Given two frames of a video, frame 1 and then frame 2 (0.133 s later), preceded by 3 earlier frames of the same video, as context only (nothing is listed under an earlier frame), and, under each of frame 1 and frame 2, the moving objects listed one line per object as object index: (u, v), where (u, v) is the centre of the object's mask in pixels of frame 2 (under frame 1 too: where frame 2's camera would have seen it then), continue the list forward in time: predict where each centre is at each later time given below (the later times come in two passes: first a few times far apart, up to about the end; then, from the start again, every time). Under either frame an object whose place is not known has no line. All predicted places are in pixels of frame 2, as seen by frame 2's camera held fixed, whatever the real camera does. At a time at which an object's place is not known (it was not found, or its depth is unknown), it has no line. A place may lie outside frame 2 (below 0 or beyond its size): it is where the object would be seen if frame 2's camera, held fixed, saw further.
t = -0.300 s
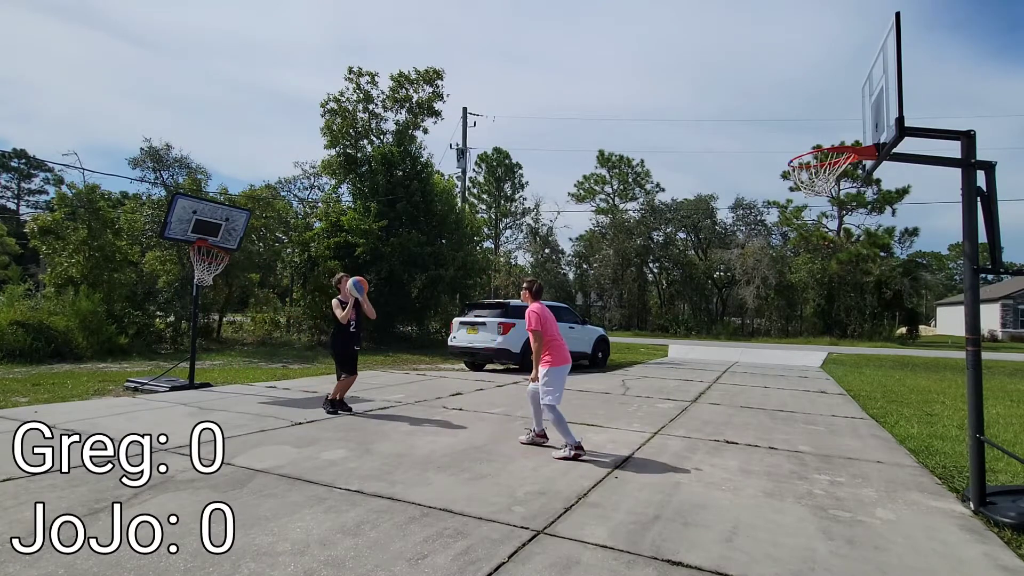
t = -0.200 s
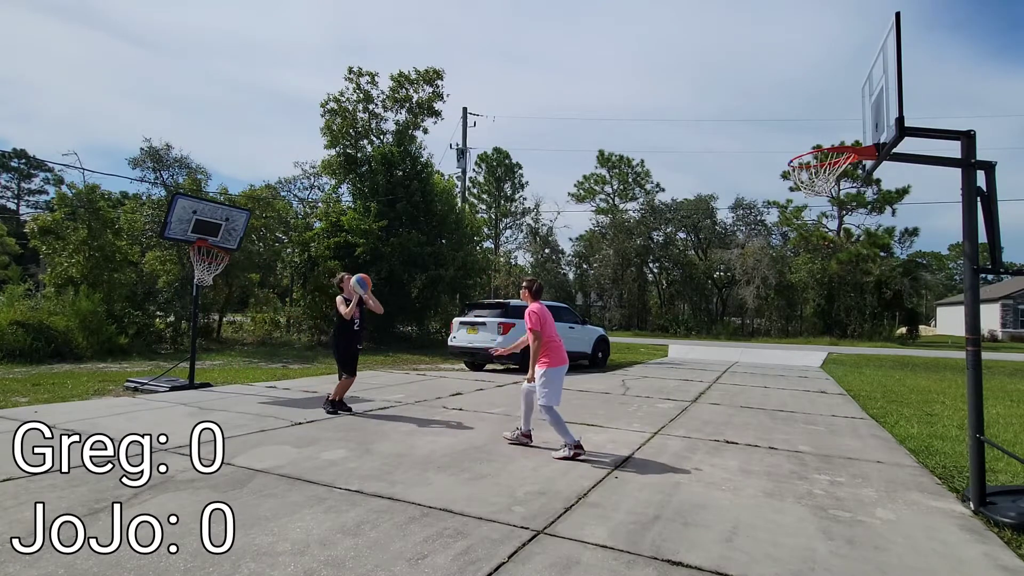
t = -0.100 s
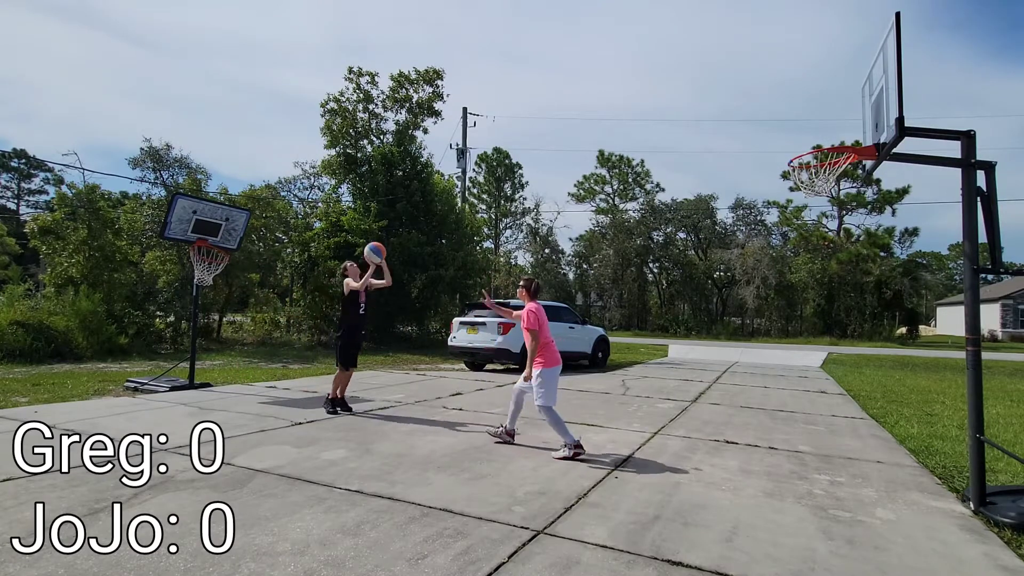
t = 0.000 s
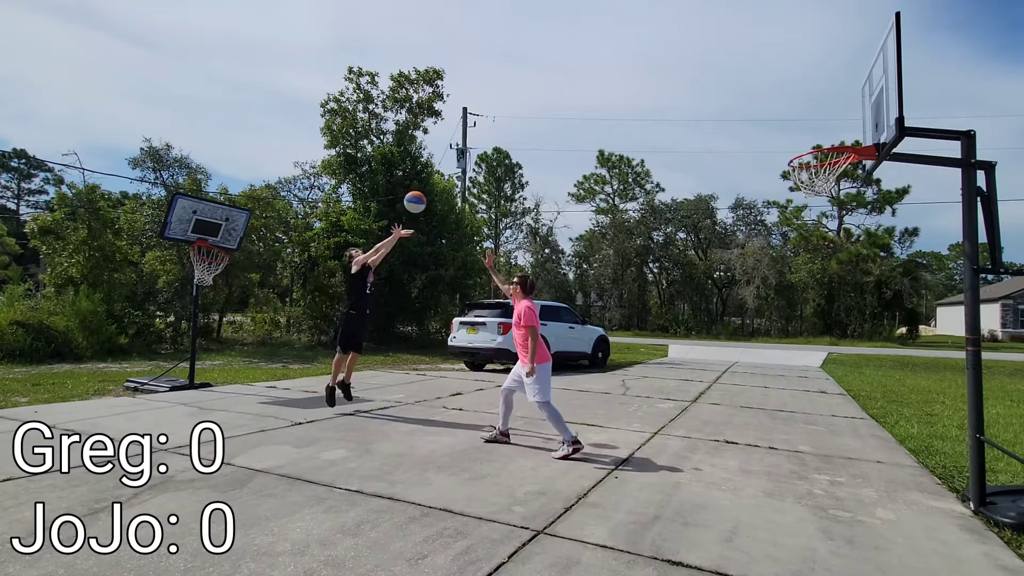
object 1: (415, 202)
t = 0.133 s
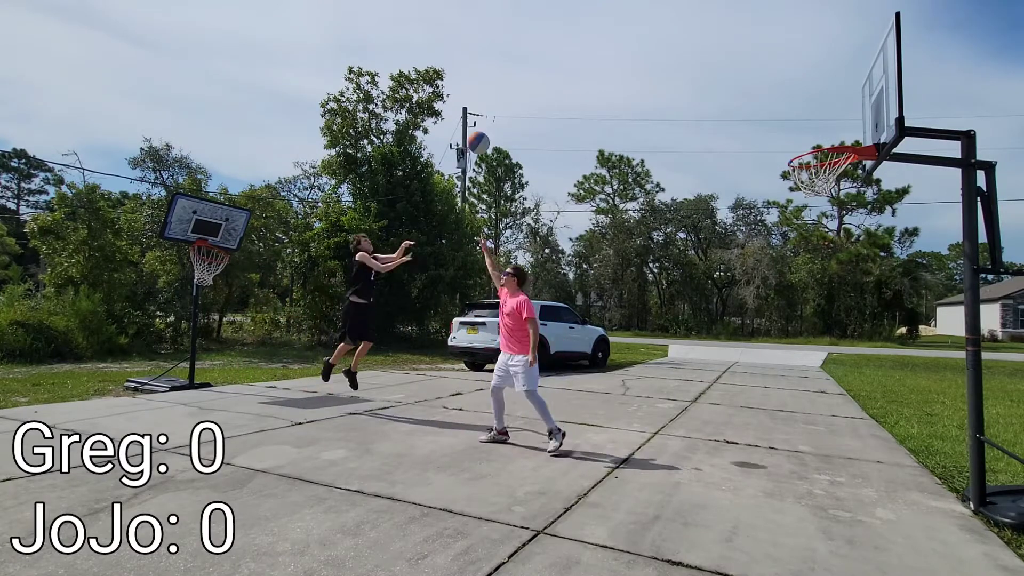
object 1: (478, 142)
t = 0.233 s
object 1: (528, 106)
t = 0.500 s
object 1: (673, 49)
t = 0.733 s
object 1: (817, 54)
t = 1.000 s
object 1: (776, 54)
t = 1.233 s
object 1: (689, 92)
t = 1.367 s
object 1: (643, 136)
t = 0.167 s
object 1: (495, 130)
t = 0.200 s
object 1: (511, 118)
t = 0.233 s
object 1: (528, 106)
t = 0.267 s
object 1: (545, 96)
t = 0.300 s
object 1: (562, 87)
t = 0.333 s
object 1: (580, 78)
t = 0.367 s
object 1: (598, 71)
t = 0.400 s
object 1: (616, 64)
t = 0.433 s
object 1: (635, 58)
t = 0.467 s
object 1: (654, 53)
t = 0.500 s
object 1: (673, 49)
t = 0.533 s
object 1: (692, 46)
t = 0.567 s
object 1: (712, 45)
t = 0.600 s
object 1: (732, 44)
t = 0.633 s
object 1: (753, 44)
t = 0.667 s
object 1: (774, 46)
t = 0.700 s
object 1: (795, 49)
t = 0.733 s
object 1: (817, 54)
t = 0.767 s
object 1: (840, 59)
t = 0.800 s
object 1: (859, 66)
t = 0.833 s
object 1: (846, 60)
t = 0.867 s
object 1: (831, 57)
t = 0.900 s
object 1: (817, 54)
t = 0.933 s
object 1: (803, 53)
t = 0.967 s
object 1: (790, 53)
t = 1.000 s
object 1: (776, 54)
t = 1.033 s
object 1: (763, 56)
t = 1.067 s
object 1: (750, 59)
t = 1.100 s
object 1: (737, 64)
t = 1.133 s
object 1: (725, 69)
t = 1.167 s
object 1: (713, 76)
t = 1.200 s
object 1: (700, 83)
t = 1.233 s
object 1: (689, 92)
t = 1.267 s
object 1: (677, 102)
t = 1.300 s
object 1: (666, 112)
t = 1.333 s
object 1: (654, 124)
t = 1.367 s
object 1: (643, 136)
